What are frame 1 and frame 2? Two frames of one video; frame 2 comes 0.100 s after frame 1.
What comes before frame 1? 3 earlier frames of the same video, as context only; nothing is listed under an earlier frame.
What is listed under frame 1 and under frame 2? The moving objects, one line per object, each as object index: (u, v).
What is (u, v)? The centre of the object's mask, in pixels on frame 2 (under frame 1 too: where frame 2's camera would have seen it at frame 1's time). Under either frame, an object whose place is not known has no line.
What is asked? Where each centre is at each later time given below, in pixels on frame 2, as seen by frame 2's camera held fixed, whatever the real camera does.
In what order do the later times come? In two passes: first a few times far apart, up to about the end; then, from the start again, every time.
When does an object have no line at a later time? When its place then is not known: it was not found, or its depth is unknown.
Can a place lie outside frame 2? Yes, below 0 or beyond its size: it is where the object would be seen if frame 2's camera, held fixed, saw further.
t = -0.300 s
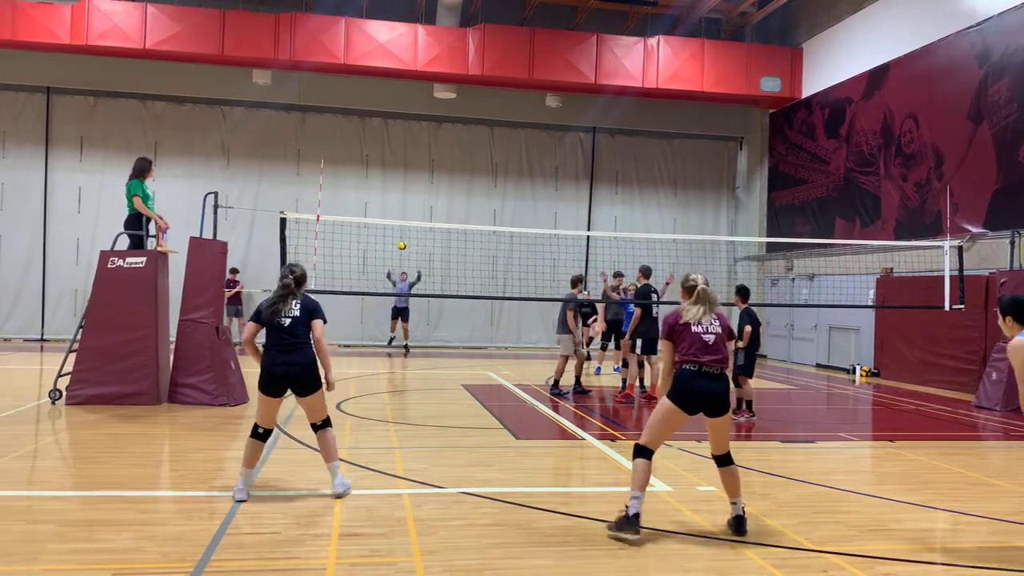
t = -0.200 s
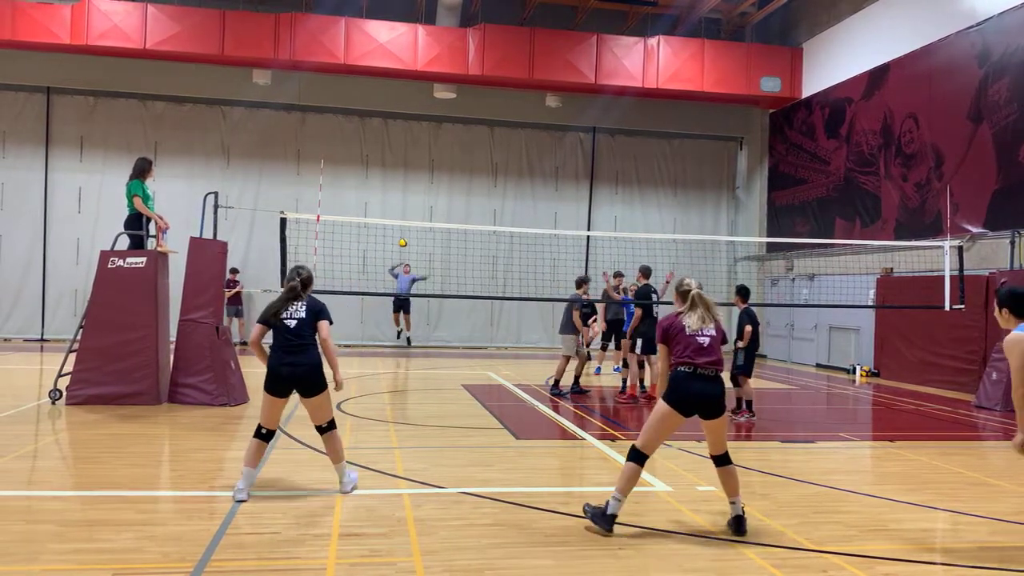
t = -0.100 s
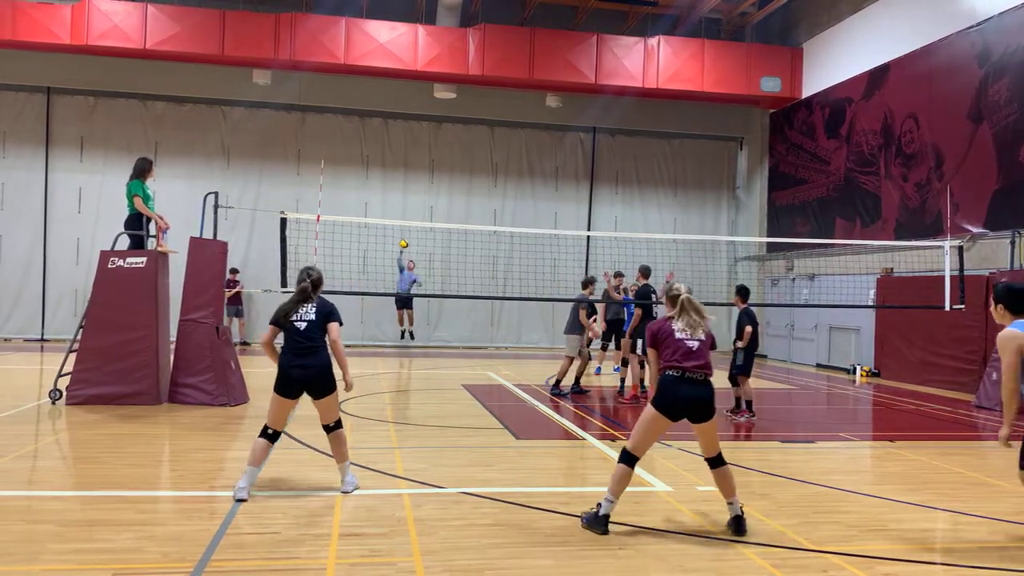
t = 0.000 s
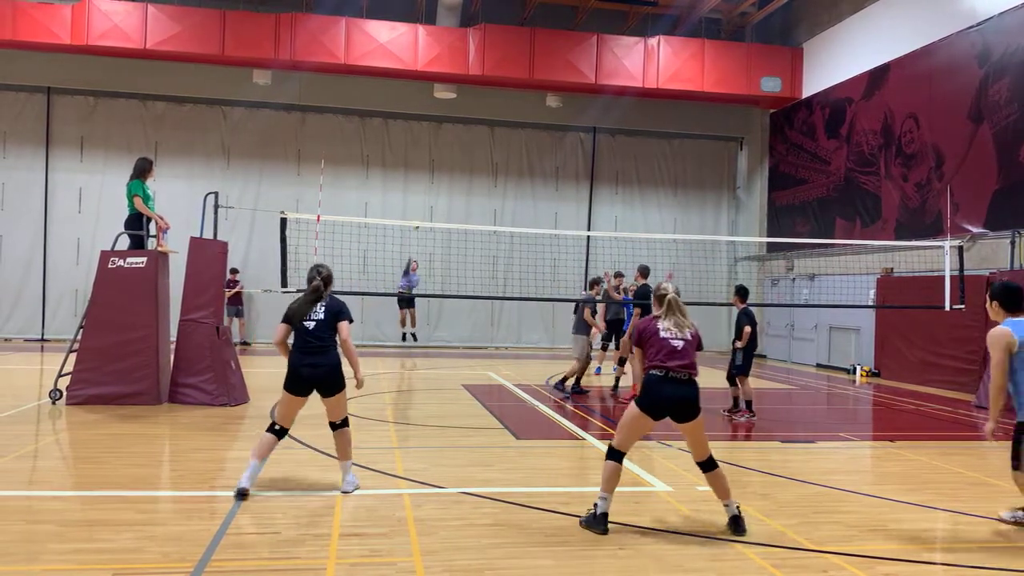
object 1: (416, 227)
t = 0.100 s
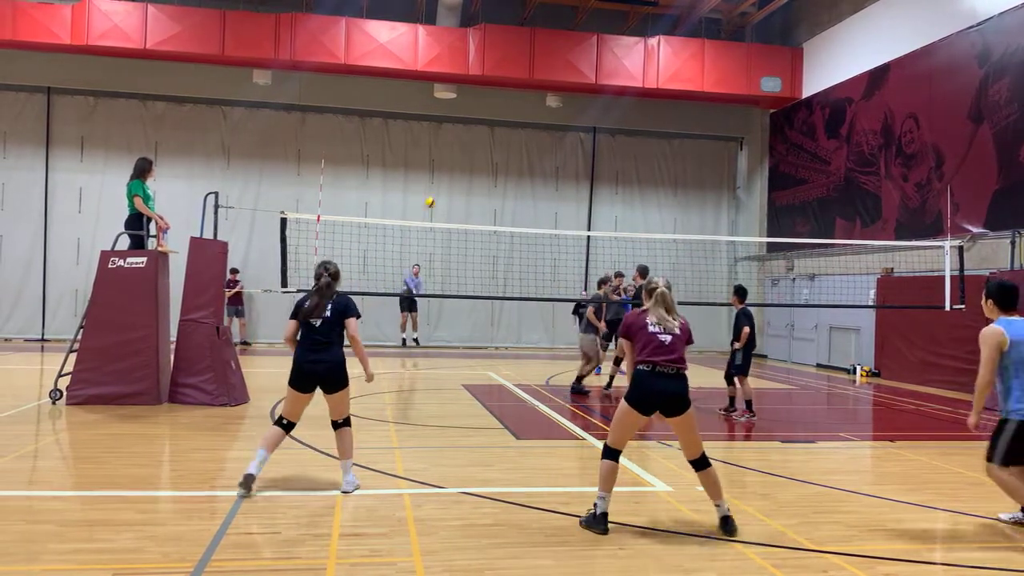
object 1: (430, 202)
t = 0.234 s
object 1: (450, 174)
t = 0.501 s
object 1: (505, 133)
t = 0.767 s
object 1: (605, 131)
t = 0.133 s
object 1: (434, 195)
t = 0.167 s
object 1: (439, 188)
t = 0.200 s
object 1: (445, 181)
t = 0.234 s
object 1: (450, 174)
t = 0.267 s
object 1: (455, 168)
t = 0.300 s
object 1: (461, 162)
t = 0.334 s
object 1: (467, 156)
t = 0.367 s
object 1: (473, 151)
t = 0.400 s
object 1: (480, 146)
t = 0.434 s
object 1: (488, 142)
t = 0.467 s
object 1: (497, 136)
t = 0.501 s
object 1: (505, 133)
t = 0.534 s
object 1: (515, 130)
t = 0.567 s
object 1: (526, 128)
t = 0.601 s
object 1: (537, 127)
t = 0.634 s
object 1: (549, 127)
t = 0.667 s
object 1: (562, 127)
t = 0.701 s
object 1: (576, 127)
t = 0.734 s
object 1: (589, 129)
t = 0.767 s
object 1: (605, 131)
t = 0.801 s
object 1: (620, 135)
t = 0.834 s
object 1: (638, 140)
